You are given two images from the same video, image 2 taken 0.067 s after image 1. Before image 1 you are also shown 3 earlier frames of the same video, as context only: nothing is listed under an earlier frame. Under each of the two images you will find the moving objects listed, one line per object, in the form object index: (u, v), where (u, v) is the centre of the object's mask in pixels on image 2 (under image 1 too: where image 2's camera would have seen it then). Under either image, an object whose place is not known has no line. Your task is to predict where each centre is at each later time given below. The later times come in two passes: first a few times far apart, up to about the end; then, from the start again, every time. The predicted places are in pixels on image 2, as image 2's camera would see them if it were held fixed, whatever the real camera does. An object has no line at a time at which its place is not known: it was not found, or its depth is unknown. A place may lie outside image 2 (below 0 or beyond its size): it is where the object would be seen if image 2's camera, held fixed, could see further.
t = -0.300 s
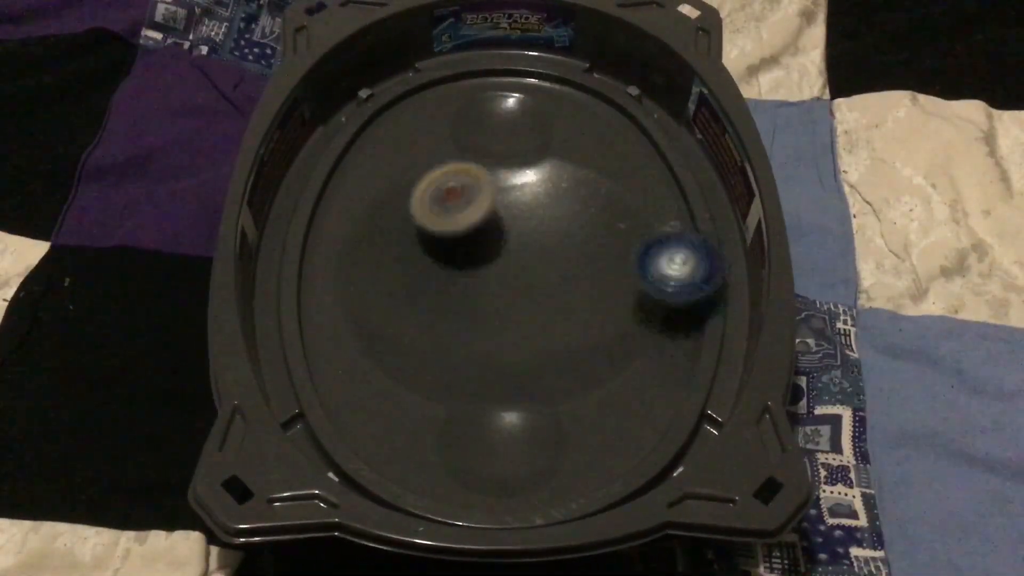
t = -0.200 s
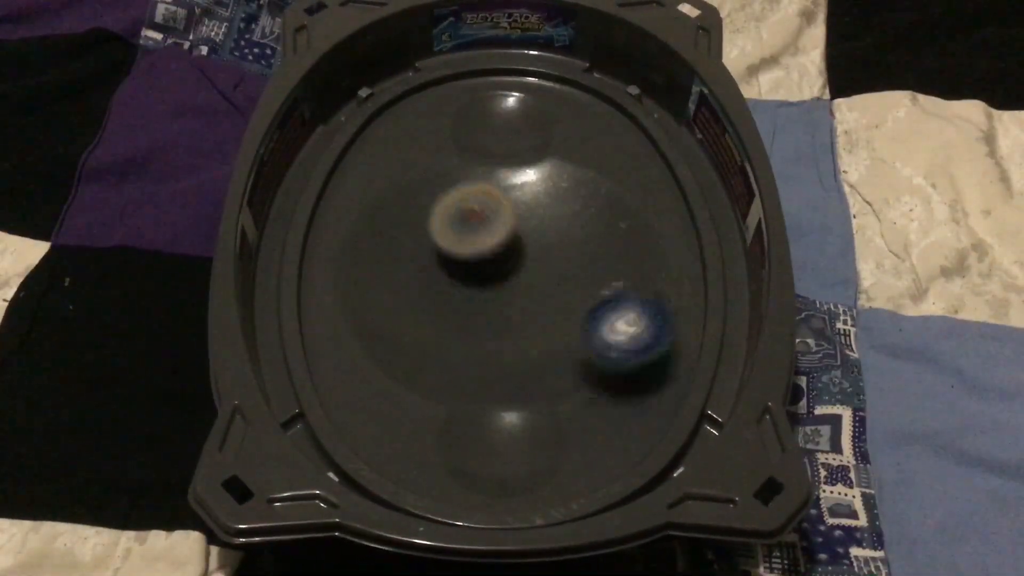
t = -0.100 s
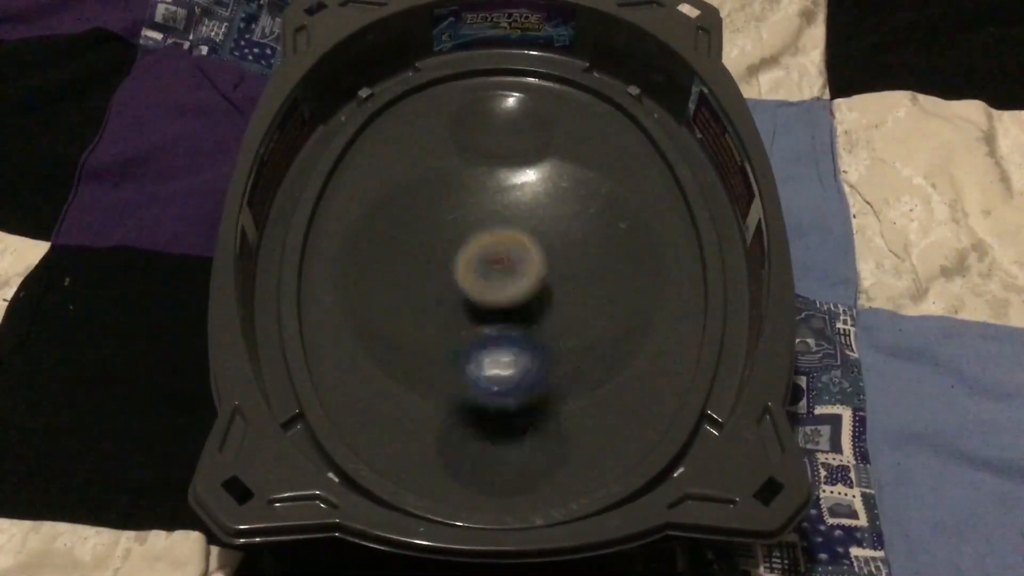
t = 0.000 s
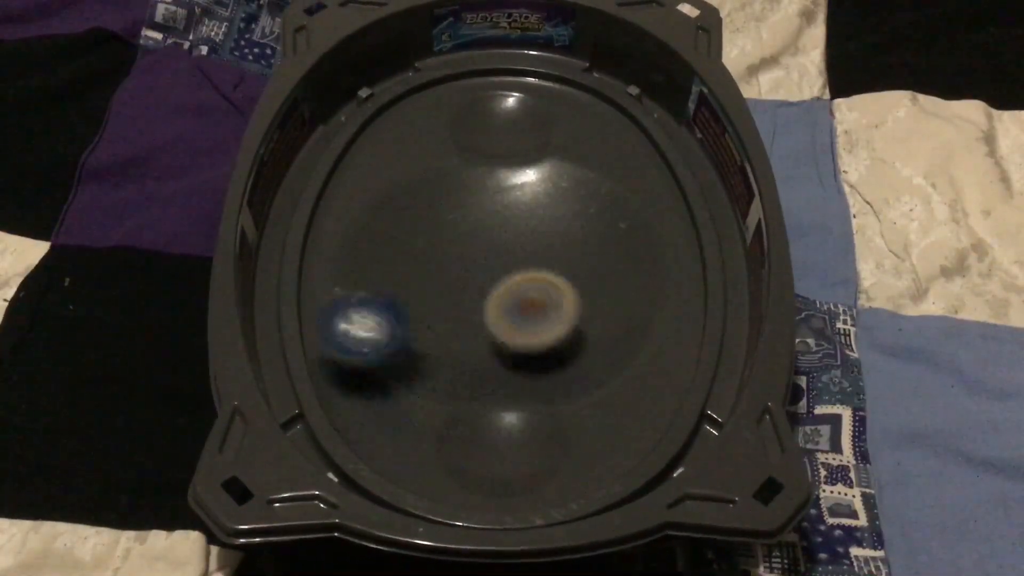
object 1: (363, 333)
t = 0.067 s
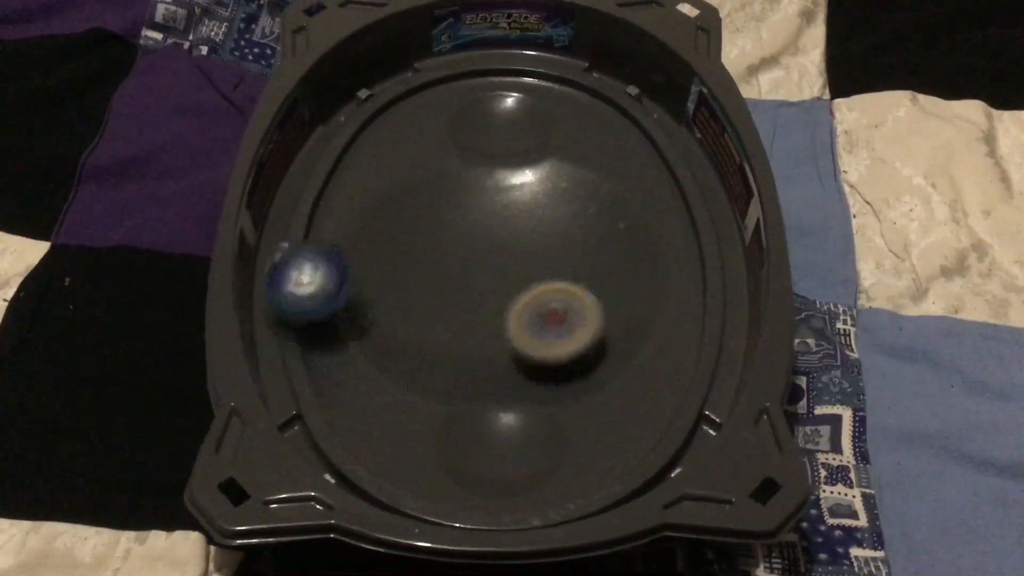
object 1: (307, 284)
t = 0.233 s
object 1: (370, 146)
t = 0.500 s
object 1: (527, 60)
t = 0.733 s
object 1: (619, 110)
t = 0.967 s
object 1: (602, 187)
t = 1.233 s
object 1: (623, 135)
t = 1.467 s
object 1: (575, 81)
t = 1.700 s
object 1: (510, 63)
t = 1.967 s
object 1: (513, 110)
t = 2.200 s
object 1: (455, 173)
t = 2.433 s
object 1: (494, 221)
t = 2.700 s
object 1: (440, 262)
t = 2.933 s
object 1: (393, 297)
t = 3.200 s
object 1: (387, 310)
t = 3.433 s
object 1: (486, 265)
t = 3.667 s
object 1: (548, 330)
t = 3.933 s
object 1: (532, 351)
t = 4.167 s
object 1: (582, 343)
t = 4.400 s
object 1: (571, 297)
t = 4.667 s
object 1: (567, 207)
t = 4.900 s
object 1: (542, 188)
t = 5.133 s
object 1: (521, 197)
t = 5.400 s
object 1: (446, 138)
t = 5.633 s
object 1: (373, 133)
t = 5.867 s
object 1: (347, 173)
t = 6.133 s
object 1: (323, 248)
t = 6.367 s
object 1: (333, 319)
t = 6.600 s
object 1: (387, 364)
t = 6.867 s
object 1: (457, 350)
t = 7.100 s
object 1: (426, 275)
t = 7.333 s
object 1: (436, 230)
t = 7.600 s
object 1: (416, 215)
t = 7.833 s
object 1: (433, 243)
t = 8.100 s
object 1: (444, 248)
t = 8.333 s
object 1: (437, 235)
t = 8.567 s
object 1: (432, 210)
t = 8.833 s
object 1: (448, 209)
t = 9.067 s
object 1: (466, 226)
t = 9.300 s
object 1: (464, 234)
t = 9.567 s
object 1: (462, 242)
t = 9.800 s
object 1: (418, 198)
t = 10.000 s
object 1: (434, 188)
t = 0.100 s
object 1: (321, 259)
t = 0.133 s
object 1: (332, 232)
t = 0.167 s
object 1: (346, 202)
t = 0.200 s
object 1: (357, 173)
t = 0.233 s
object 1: (370, 146)
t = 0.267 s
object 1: (381, 122)
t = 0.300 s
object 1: (392, 95)
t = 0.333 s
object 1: (407, 78)
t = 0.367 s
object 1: (436, 69)
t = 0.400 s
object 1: (461, 60)
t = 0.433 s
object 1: (485, 58)
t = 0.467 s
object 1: (508, 60)
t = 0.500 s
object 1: (527, 60)
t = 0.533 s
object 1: (547, 62)
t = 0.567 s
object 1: (564, 69)
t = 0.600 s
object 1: (581, 74)
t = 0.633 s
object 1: (596, 82)
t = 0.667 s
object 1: (608, 92)
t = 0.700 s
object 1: (615, 100)
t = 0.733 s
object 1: (619, 110)
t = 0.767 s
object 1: (618, 120)
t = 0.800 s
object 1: (618, 128)
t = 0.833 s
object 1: (617, 137)
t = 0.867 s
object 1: (616, 145)
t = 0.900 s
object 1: (612, 154)
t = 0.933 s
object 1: (608, 168)
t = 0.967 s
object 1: (602, 187)
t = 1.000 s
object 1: (595, 210)
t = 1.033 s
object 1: (607, 195)
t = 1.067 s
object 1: (623, 174)
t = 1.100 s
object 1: (636, 159)
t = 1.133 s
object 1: (645, 152)
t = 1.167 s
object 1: (647, 142)
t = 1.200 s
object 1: (634, 140)
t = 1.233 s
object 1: (623, 135)
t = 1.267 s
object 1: (613, 128)
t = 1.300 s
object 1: (606, 120)
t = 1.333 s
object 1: (600, 108)
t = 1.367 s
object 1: (596, 99)
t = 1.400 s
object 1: (595, 88)
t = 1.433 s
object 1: (587, 81)
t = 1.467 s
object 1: (575, 81)
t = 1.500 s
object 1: (565, 80)
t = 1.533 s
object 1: (555, 77)
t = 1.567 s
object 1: (546, 70)
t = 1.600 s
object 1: (537, 64)
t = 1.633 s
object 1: (528, 62)
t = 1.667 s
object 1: (517, 63)
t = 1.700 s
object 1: (510, 63)
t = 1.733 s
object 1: (506, 63)
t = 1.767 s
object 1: (502, 64)
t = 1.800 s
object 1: (500, 64)
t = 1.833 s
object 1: (500, 65)
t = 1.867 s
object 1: (502, 70)
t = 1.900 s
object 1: (506, 79)
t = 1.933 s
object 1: (512, 96)
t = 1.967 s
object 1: (513, 110)
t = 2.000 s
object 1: (508, 123)
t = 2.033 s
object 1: (497, 131)
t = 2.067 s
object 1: (484, 135)
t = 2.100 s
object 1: (472, 141)
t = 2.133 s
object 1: (461, 149)
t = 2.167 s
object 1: (455, 159)
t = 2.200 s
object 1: (455, 173)
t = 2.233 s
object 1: (458, 186)
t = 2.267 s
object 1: (463, 195)
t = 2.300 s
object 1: (469, 200)
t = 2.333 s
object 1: (478, 204)
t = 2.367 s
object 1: (485, 209)
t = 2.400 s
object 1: (491, 215)
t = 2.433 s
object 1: (494, 221)
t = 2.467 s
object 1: (496, 228)
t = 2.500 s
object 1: (494, 234)
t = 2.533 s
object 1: (485, 243)
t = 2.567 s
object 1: (476, 251)
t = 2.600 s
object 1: (467, 258)
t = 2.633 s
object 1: (457, 261)
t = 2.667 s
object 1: (449, 263)
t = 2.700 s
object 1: (440, 262)
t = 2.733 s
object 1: (435, 261)
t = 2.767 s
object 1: (432, 259)
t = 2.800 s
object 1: (429, 257)
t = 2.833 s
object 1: (427, 257)
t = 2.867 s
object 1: (420, 270)
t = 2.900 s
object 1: (406, 287)
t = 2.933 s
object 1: (393, 297)
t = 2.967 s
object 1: (386, 308)
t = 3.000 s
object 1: (381, 313)
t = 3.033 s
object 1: (375, 318)
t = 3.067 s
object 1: (375, 319)
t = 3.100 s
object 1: (374, 319)
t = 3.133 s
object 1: (376, 319)
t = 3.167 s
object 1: (381, 316)
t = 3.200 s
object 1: (387, 310)
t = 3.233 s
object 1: (396, 304)
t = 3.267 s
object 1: (405, 296)
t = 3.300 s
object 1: (416, 286)
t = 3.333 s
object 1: (427, 278)
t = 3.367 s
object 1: (444, 272)
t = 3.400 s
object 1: (465, 268)
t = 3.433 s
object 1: (486, 265)
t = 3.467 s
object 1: (494, 271)
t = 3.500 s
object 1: (499, 283)
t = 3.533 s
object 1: (509, 293)
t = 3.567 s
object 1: (522, 304)
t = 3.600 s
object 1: (534, 314)
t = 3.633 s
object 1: (542, 323)
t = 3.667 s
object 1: (548, 330)
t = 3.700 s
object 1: (549, 337)
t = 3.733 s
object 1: (549, 343)
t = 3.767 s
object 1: (544, 346)
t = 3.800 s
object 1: (534, 349)
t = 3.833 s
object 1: (521, 349)
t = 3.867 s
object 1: (509, 345)
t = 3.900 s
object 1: (510, 347)
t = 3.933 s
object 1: (532, 351)
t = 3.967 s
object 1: (548, 357)
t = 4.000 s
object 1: (559, 359)
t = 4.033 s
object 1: (566, 359)
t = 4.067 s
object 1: (574, 358)
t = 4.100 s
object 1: (577, 354)
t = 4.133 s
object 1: (581, 348)
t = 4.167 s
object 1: (582, 343)
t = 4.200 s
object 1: (581, 338)
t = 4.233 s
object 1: (575, 329)
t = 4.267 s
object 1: (569, 321)
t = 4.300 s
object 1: (563, 310)
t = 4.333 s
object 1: (566, 308)
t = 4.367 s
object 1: (569, 303)
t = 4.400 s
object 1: (571, 297)
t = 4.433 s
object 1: (572, 287)
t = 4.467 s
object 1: (572, 277)
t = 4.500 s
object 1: (573, 265)
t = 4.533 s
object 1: (573, 252)
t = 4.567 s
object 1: (573, 241)
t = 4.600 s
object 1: (572, 229)
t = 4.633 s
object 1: (569, 217)
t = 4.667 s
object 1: (567, 207)
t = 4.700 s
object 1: (563, 199)
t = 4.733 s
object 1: (560, 192)
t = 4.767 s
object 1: (557, 188)
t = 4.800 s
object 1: (554, 186)
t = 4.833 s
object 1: (549, 187)
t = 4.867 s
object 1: (545, 189)
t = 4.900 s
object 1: (542, 188)
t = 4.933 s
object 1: (539, 182)
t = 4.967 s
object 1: (537, 181)
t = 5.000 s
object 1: (534, 181)
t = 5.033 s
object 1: (531, 184)
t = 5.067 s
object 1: (528, 186)
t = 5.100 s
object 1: (524, 192)
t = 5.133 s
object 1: (521, 197)
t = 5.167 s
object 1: (514, 199)
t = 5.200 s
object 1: (501, 186)
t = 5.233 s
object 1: (488, 173)
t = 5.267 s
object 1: (476, 162)
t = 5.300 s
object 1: (466, 154)
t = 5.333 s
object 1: (460, 149)
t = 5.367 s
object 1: (454, 144)
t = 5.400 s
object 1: (446, 138)
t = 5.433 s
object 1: (435, 133)
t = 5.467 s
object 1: (422, 131)
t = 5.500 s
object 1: (409, 127)
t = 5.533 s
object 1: (389, 120)
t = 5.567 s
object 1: (369, 119)
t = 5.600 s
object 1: (371, 126)
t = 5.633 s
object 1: (373, 133)
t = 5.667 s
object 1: (376, 140)
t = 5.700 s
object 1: (376, 142)
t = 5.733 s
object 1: (374, 147)
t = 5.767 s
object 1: (368, 150)
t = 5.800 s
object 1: (358, 154)
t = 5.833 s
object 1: (346, 163)
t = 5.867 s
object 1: (347, 173)
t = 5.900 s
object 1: (345, 182)
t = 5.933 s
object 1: (340, 188)
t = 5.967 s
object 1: (335, 200)
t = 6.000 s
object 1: (332, 208)
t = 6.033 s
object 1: (329, 219)
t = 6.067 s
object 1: (327, 229)
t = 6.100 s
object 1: (324, 239)
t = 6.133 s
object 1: (323, 248)
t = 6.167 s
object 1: (323, 259)
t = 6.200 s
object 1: (324, 270)
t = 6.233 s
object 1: (325, 278)
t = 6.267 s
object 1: (326, 289)
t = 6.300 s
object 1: (327, 301)
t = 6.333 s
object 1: (329, 309)
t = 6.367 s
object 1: (333, 319)
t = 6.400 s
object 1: (338, 327)
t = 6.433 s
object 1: (343, 335)
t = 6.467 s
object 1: (350, 342)
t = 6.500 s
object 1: (359, 349)
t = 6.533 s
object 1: (366, 355)
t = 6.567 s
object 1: (376, 359)
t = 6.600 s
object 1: (387, 364)
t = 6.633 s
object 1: (397, 367)
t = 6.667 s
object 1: (410, 369)
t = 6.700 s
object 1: (422, 371)
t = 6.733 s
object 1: (432, 371)
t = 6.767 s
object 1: (439, 369)
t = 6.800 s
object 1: (447, 365)
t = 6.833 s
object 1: (454, 359)
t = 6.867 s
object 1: (457, 350)
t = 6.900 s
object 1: (461, 338)
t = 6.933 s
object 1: (468, 324)
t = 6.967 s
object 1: (467, 312)
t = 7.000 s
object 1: (447, 306)
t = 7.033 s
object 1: (436, 294)
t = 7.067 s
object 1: (430, 285)
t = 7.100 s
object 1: (426, 275)
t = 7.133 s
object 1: (429, 266)
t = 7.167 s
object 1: (431, 257)
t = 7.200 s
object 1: (438, 250)
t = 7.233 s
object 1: (444, 242)
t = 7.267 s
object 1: (445, 238)
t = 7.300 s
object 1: (440, 235)
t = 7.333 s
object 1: (436, 230)
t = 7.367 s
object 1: (436, 225)
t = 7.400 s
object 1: (436, 222)
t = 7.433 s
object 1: (429, 221)
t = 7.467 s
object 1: (419, 218)
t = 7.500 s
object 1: (417, 216)
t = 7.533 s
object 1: (416, 215)
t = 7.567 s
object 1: (416, 214)
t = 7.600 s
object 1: (416, 215)
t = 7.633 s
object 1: (419, 217)
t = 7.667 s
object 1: (424, 222)
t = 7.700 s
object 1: (428, 227)
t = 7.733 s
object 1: (436, 234)
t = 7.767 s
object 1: (443, 239)
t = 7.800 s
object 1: (443, 245)
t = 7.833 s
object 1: (433, 243)
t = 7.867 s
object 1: (429, 241)
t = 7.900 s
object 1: (426, 240)
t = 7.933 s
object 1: (427, 240)
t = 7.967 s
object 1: (427, 240)
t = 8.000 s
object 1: (428, 241)
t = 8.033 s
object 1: (433, 243)
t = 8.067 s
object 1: (438, 246)
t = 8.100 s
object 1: (444, 248)
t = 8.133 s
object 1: (452, 252)
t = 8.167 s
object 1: (454, 254)
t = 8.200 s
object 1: (450, 251)
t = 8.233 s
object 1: (446, 248)
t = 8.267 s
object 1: (444, 246)
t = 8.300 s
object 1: (441, 241)
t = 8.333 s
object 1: (437, 235)
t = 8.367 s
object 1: (436, 232)
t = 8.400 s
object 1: (436, 227)
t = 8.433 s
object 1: (432, 224)
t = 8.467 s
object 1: (430, 220)
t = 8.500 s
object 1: (430, 215)
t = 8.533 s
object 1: (431, 213)
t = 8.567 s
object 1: (432, 210)
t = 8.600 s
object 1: (435, 209)
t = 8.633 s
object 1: (432, 211)
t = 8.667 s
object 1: (430, 205)
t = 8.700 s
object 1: (432, 204)
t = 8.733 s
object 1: (435, 203)
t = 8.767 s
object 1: (439, 204)
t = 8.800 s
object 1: (441, 206)
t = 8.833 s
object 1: (448, 209)
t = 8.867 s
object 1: (455, 214)
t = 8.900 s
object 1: (458, 219)
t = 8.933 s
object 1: (458, 221)
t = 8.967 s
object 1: (460, 222)
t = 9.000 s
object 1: (461, 223)
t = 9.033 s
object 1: (464, 225)
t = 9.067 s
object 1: (466, 226)
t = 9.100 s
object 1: (470, 229)
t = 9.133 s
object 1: (471, 231)
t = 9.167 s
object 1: (472, 234)
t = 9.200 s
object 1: (469, 235)
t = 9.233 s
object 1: (466, 235)
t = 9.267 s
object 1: (467, 234)
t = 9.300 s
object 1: (464, 234)
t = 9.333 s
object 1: (464, 235)
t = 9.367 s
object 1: (465, 237)
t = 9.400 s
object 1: (466, 239)
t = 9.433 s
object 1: (469, 242)
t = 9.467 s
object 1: (471, 244)
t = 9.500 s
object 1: (475, 247)
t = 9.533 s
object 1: (469, 248)
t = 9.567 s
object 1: (462, 242)
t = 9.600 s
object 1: (460, 240)
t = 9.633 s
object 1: (458, 237)
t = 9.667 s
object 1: (453, 236)
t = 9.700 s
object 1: (439, 228)
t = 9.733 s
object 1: (430, 216)
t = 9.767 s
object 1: (422, 207)
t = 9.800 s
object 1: (418, 198)
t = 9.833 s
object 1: (417, 189)
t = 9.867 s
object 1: (415, 186)
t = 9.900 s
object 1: (421, 183)
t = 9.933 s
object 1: (421, 182)
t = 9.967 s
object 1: (428, 185)
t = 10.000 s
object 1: (434, 188)
